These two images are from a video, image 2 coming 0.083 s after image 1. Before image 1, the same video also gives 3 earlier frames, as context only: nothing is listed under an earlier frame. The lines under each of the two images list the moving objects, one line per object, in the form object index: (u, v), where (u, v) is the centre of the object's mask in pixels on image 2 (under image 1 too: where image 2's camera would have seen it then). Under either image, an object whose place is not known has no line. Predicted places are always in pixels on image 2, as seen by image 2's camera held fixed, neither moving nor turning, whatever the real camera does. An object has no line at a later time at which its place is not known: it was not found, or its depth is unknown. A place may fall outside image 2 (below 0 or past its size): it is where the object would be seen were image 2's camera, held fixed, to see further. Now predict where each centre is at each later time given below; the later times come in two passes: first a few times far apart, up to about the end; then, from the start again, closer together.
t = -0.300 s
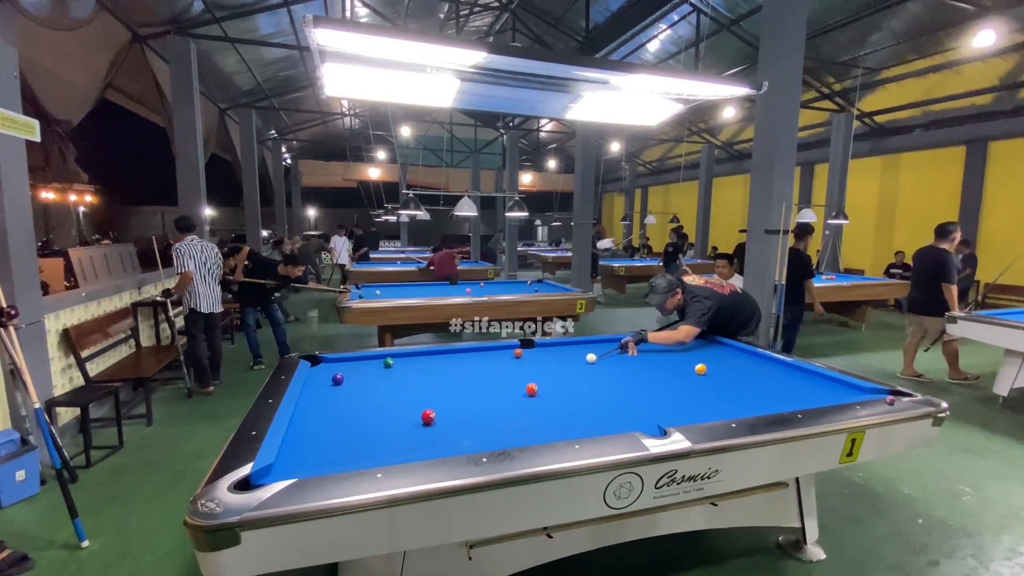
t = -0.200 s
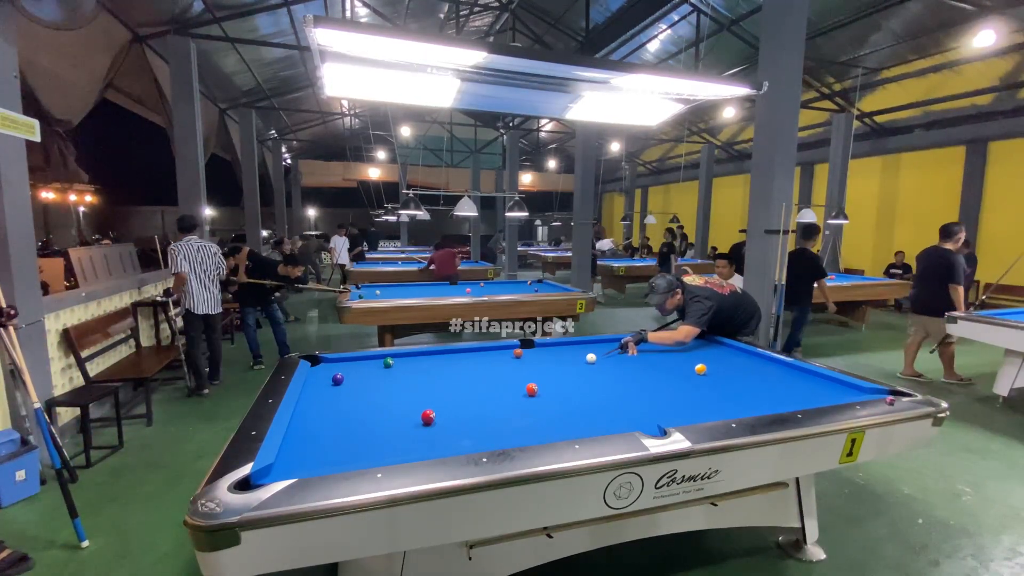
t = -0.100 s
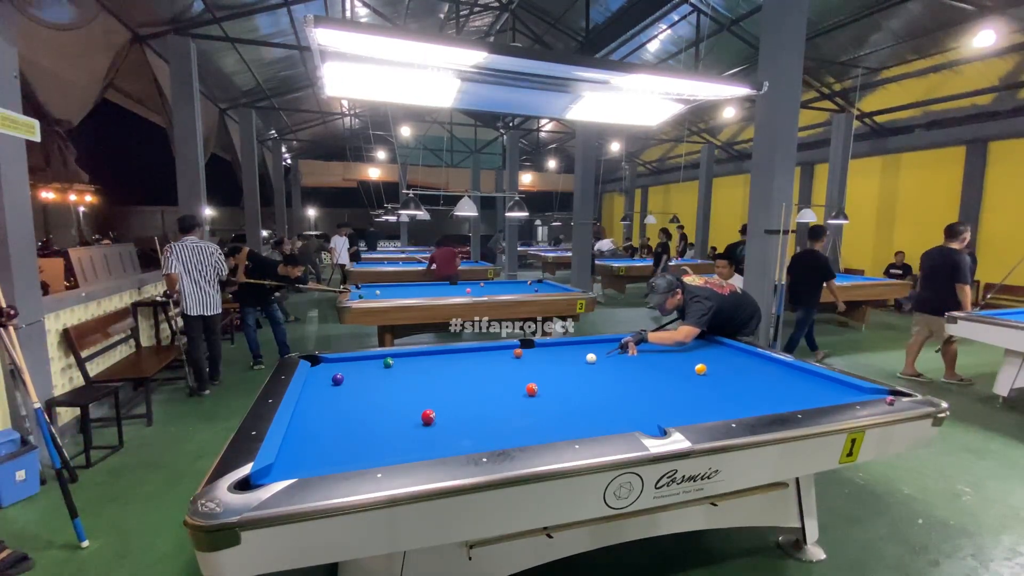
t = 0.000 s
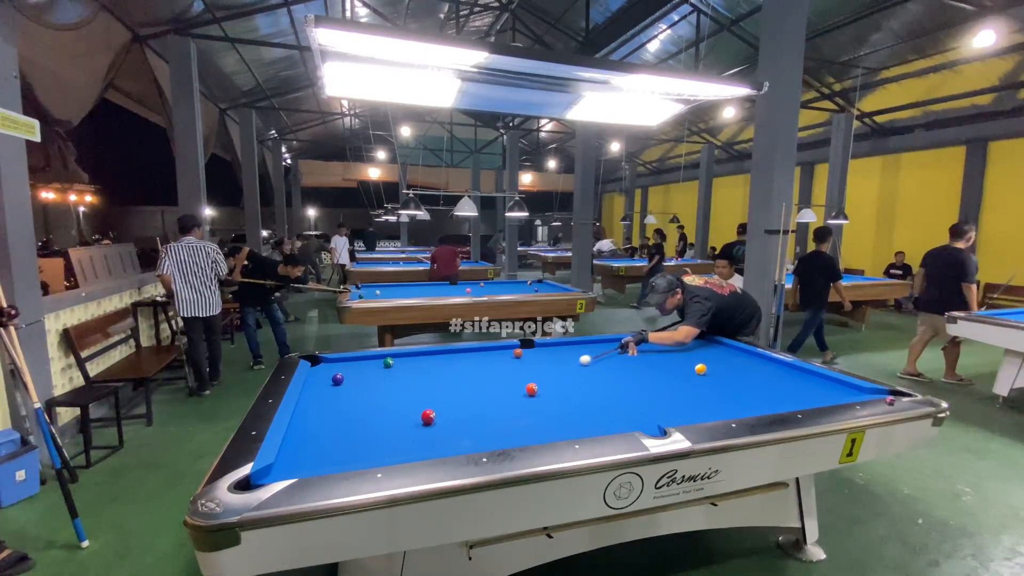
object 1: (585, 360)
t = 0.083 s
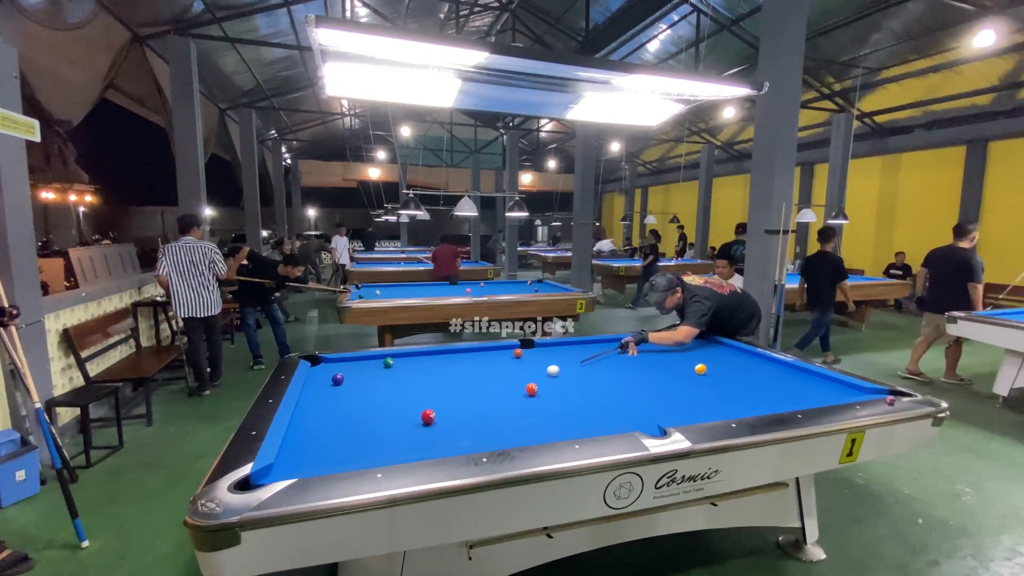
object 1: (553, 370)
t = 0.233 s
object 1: (490, 391)
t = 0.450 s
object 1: (402, 411)
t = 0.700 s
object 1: (310, 418)
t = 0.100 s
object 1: (546, 372)
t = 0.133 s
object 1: (532, 377)
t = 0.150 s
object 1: (525, 378)
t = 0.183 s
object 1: (511, 384)
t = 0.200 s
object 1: (504, 386)
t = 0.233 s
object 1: (490, 391)
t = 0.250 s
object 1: (482, 393)
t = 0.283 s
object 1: (468, 397)
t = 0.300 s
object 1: (460, 400)
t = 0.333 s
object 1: (444, 406)
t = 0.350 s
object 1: (438, 408)
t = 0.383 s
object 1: (425, 408)
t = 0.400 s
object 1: (419, 409)
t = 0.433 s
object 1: (408, 410)
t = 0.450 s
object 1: (402, 411)
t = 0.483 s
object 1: (391, 411)
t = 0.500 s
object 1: (384, 412)
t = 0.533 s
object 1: (372, 413)
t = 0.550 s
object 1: (366, 413)
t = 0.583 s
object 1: (354, 414)
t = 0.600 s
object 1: (348, 415)
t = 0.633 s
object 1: (335, 416)
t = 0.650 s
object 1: (329, 416)
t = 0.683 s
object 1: (316, 417)
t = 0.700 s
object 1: (310, 418)
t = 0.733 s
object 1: (298, 419)
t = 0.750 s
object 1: (301, 419)
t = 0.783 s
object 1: (311, 419)
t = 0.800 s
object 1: (315, 418)
